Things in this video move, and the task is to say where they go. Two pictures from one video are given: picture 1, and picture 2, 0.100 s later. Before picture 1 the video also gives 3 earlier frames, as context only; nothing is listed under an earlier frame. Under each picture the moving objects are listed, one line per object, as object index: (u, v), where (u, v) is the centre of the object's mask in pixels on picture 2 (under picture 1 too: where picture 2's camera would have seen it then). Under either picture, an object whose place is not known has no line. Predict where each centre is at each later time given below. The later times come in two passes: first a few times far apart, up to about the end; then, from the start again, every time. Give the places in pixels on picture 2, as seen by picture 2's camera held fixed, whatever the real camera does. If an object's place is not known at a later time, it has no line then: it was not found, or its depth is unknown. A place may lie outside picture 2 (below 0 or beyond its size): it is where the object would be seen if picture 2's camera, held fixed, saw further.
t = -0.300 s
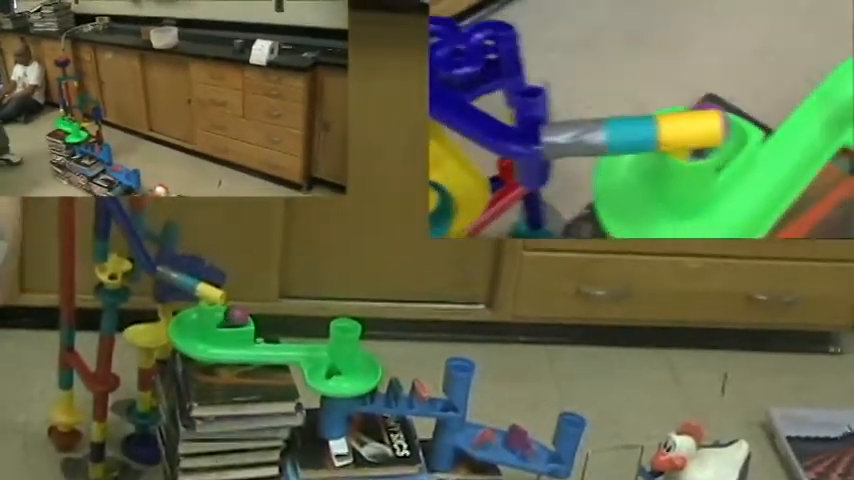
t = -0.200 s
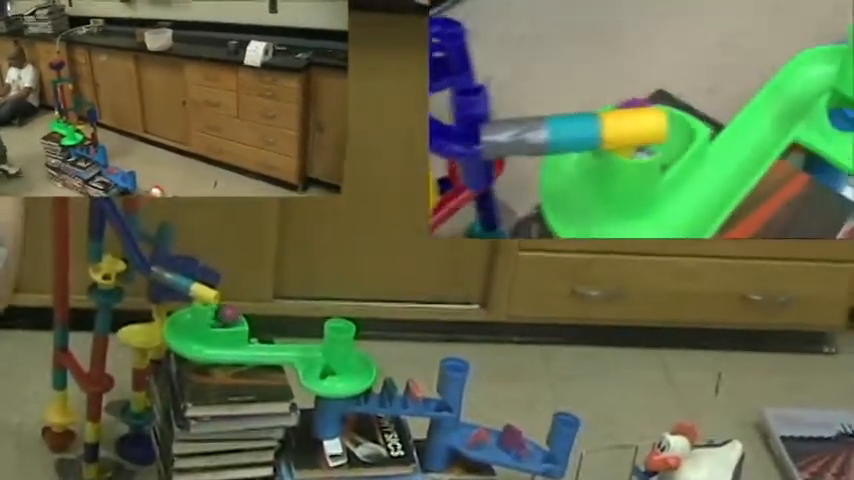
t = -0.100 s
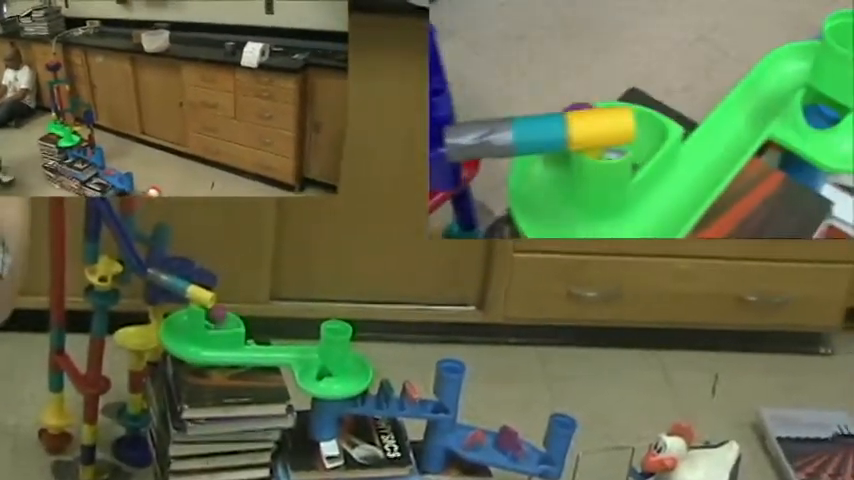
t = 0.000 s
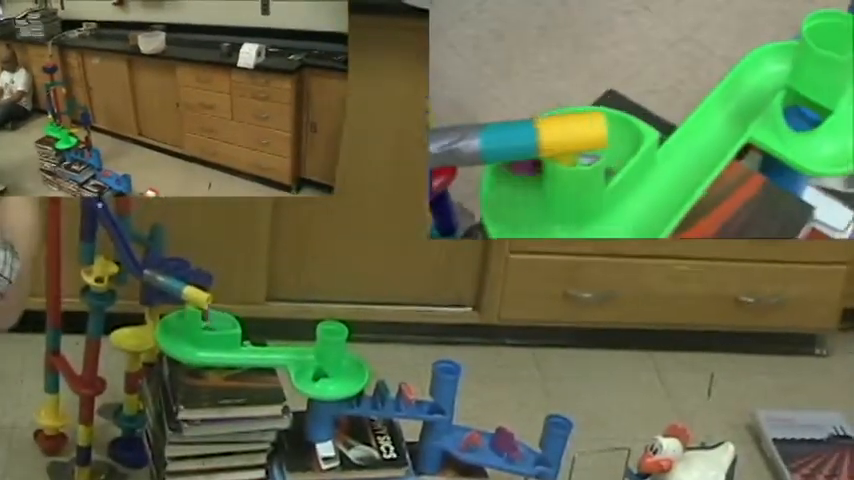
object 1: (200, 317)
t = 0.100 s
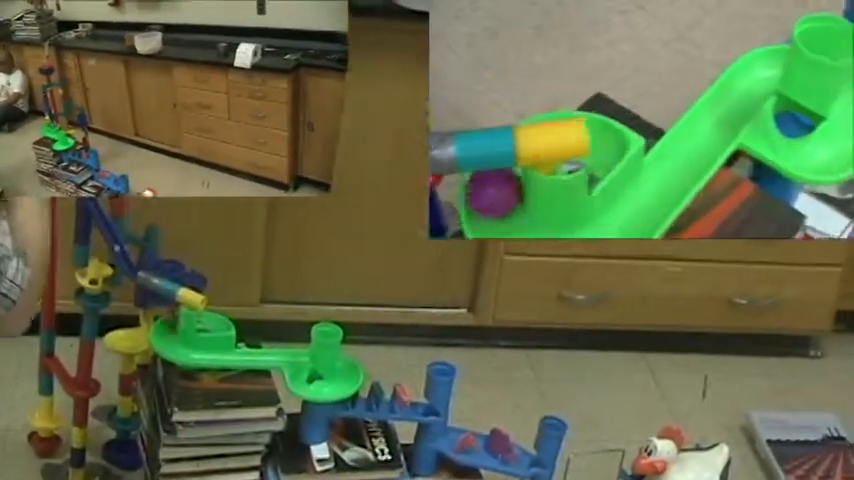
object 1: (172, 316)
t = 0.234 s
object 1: (165, 332)
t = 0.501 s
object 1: (211, 352)
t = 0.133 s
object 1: (171, 319)
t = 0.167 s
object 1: (170, 324)
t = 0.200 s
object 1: (166, 329)
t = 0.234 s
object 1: (165, 332)
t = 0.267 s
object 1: (166, 335)
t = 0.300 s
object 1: (169, 339)
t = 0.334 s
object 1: (173, 342)
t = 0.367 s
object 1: (179, 346)
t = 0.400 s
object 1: (186, 348)
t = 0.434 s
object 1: (194, 350)
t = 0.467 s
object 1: (202, 352)
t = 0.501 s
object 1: (211, 352)
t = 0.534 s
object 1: (221, 353)
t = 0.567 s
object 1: (229, 353)
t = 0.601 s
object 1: (237, 354)
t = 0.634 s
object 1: (243, 354)
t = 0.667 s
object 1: (250, 353)
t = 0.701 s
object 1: (257, 353)
